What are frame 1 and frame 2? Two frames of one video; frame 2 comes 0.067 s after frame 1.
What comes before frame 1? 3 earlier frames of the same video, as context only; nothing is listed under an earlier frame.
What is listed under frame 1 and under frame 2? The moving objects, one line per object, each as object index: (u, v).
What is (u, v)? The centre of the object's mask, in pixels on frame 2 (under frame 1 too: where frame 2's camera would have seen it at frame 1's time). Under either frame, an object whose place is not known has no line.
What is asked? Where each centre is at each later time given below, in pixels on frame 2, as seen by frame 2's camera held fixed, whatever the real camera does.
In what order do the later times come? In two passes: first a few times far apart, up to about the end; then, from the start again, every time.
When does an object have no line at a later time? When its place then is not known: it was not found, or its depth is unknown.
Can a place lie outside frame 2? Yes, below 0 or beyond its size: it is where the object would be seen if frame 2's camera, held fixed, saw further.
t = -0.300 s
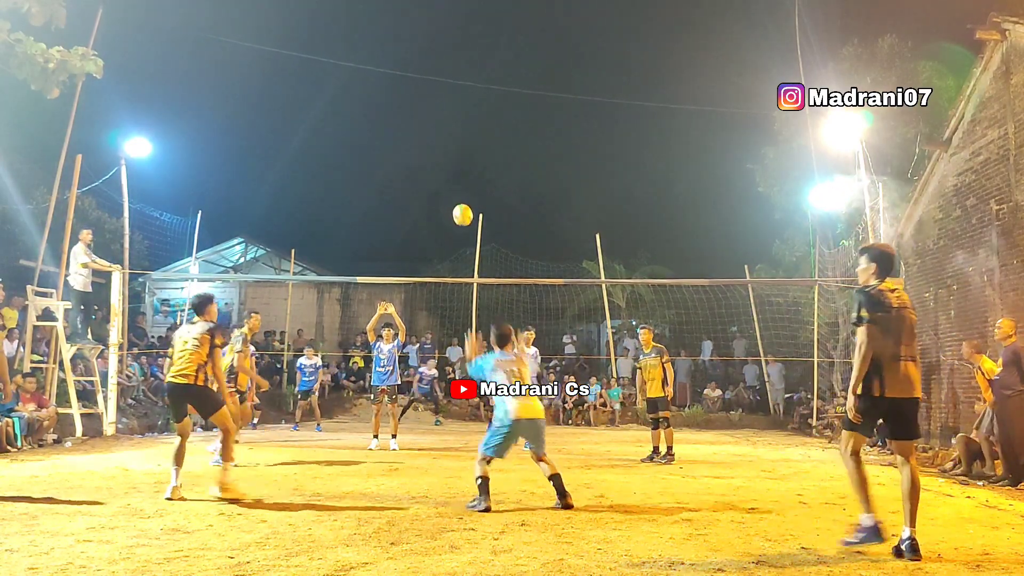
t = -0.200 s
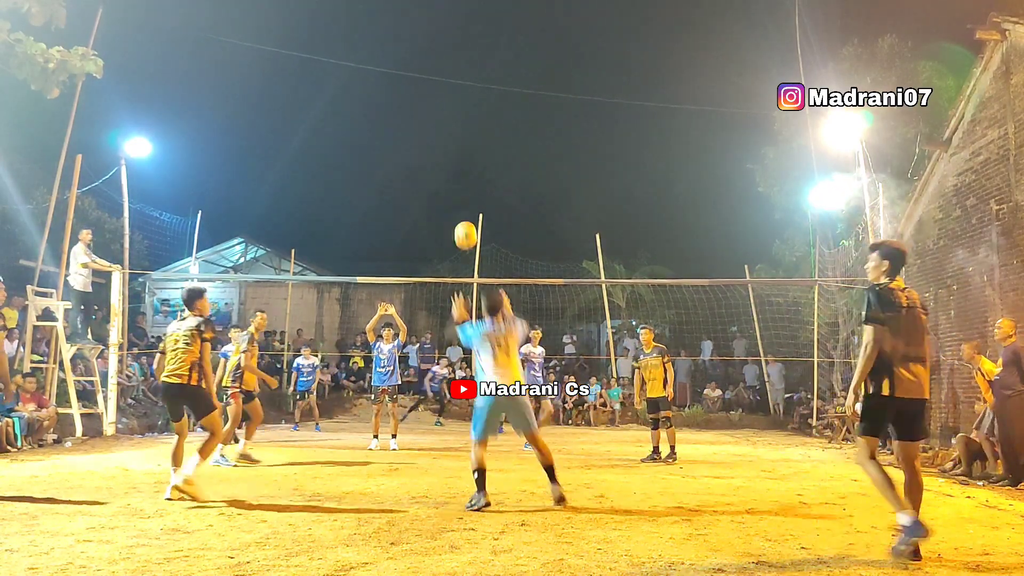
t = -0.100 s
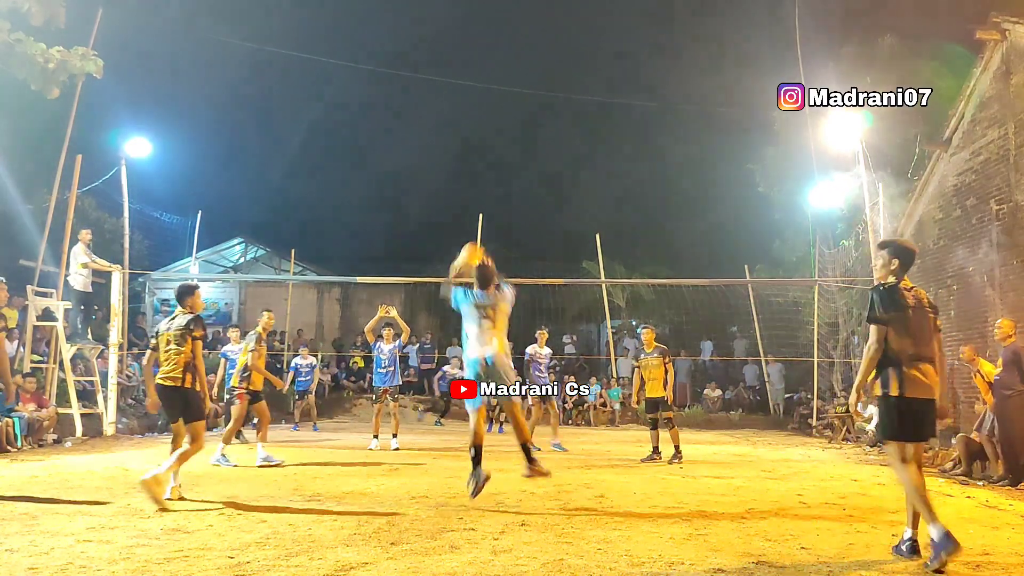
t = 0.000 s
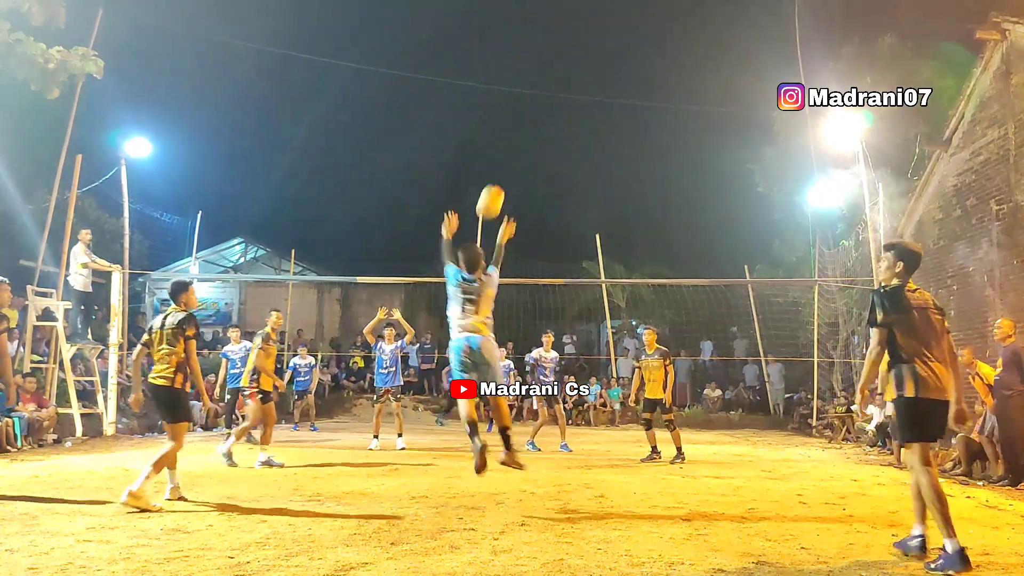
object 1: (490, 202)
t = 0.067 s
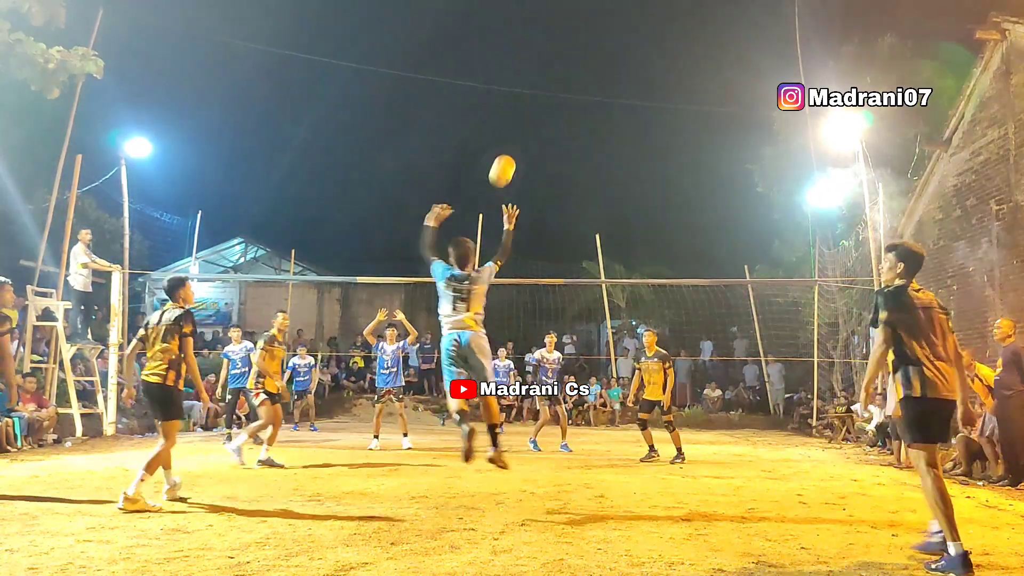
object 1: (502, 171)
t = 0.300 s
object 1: (536, 113)
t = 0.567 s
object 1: (567, 116)
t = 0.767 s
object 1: (584, 154)
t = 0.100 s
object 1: (507, 159)
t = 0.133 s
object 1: (513, 147)
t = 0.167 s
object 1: (518, 137)
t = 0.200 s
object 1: (522, 130)
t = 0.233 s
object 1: (527, 123)
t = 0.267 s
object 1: (532, 117)
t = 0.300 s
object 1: (536, 113)
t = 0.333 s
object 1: (541, 110)
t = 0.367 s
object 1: (545, 108)
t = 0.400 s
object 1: (549, 107)
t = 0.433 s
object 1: (552, 107)
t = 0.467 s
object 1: (556, 108)
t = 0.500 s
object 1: (560, 110)
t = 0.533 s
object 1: (563, 112)
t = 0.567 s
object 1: (567, 116)
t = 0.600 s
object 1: (570, 120)
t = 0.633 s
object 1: (573, 126)
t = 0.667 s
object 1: (576, 132)
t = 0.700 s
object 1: (579, 138)
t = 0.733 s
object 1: (582, 146)
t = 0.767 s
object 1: (584, 154)
